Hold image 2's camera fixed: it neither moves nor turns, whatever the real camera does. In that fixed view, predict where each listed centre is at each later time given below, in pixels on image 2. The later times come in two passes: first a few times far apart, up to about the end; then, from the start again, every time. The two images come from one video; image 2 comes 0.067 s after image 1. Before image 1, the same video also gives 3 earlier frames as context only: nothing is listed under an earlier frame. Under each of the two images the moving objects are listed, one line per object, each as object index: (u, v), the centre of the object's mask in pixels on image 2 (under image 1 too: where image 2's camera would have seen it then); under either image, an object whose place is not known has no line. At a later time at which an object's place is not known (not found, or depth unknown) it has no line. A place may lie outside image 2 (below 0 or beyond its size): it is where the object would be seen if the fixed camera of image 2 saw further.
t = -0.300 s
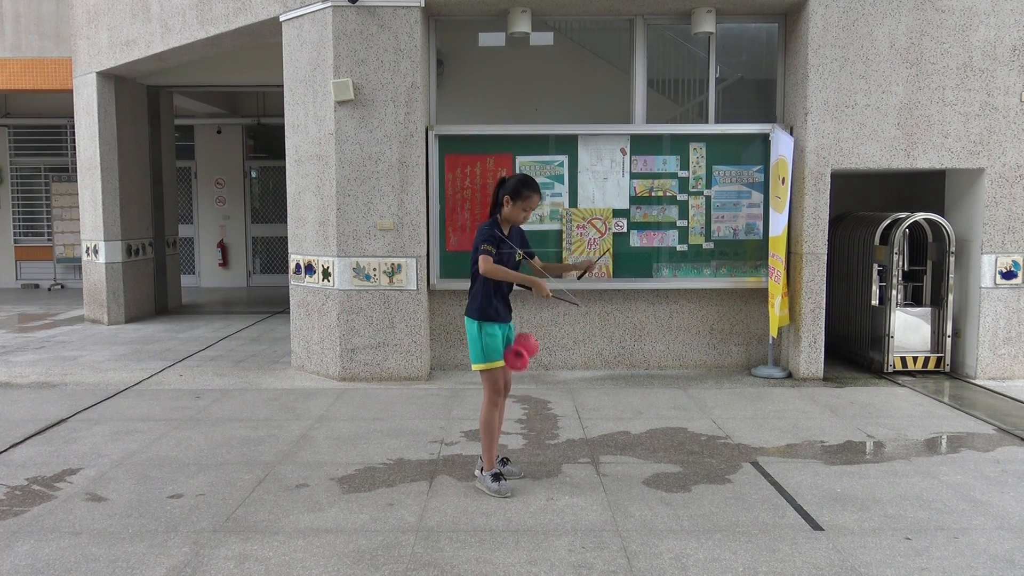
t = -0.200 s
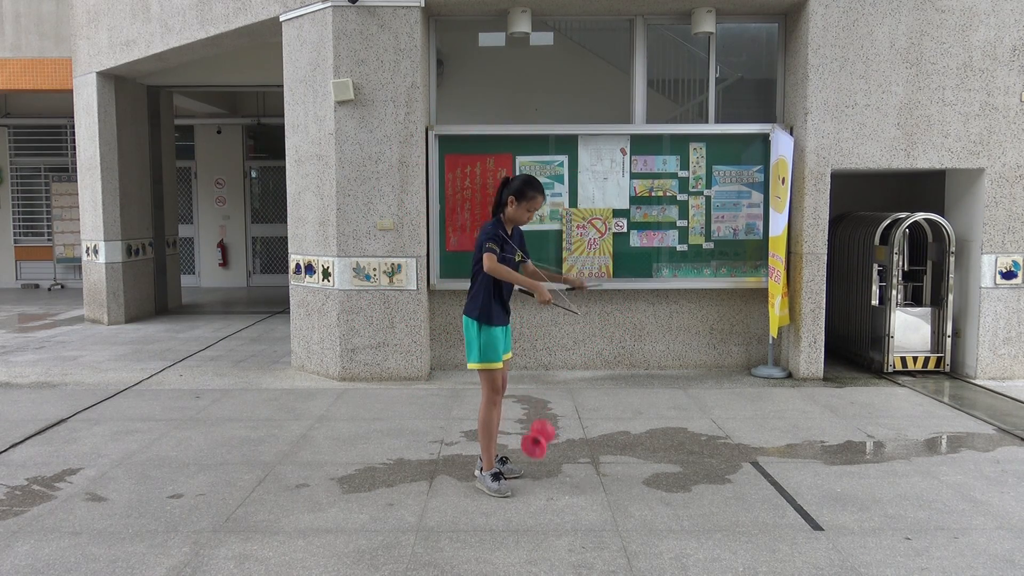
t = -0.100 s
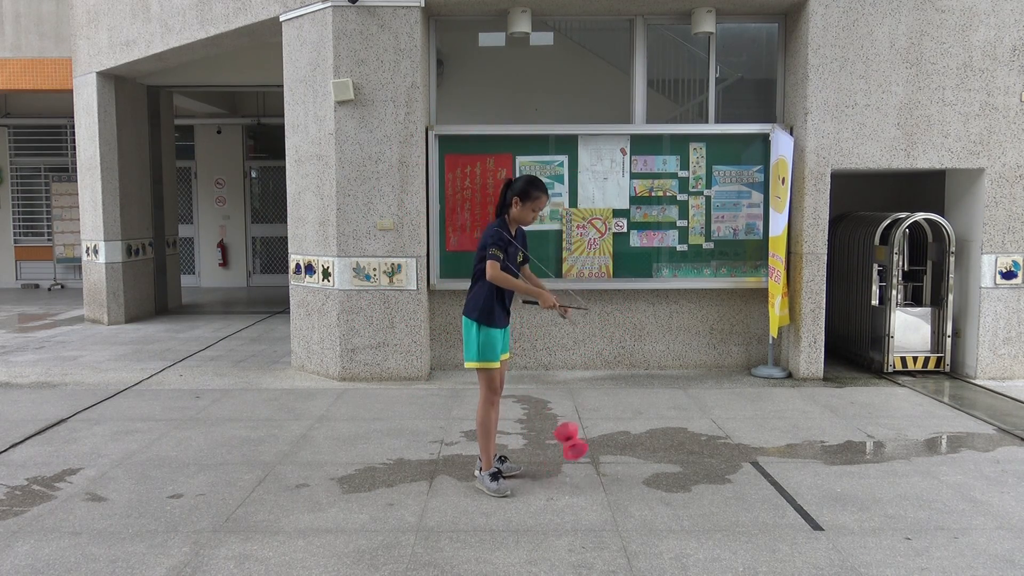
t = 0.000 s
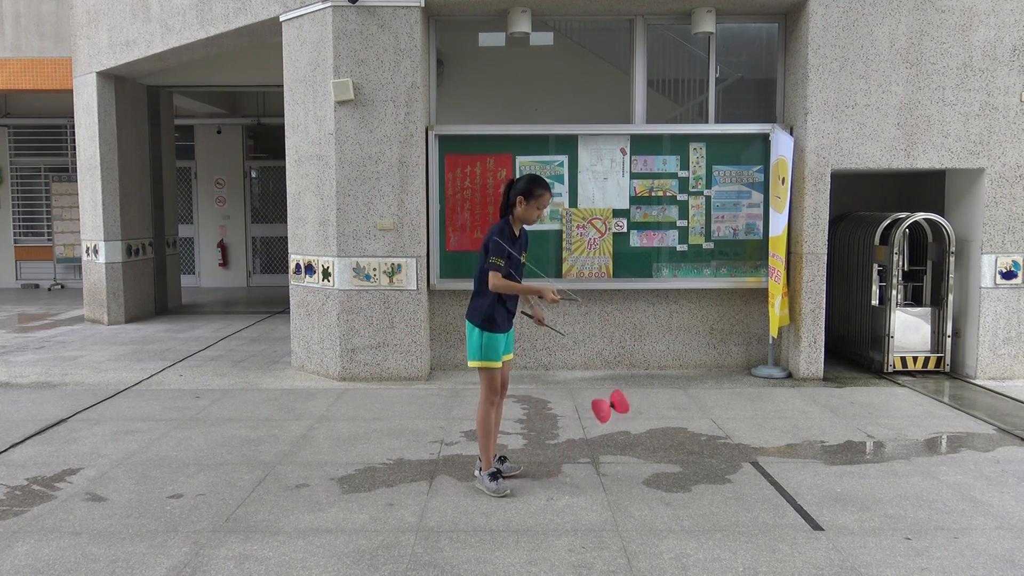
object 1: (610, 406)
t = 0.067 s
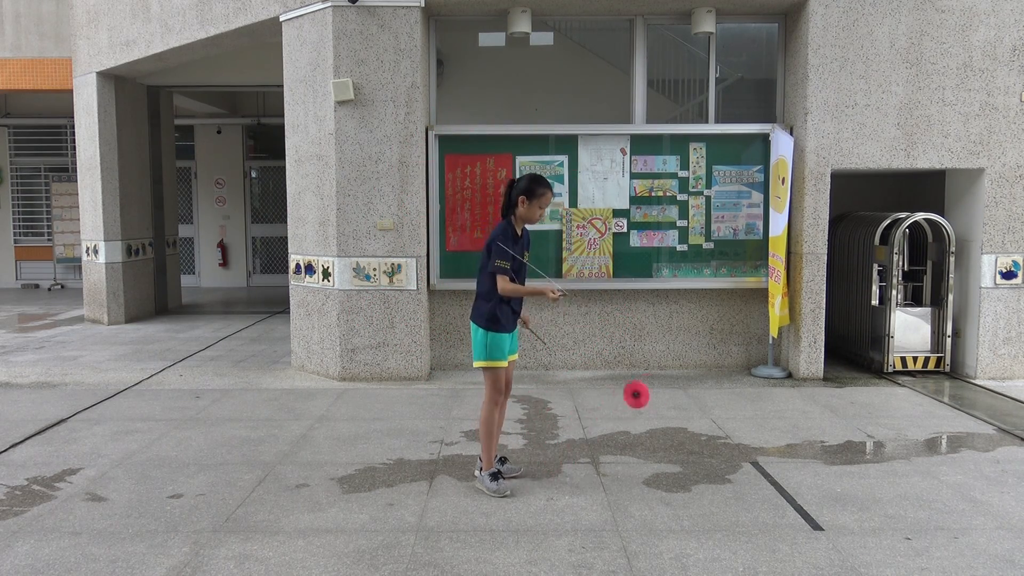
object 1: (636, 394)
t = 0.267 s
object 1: (710, 409)
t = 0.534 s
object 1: (805, 433)
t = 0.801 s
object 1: (891, 449)
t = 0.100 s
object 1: (649, 391)
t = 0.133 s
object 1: (662, 390)
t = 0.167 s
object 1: (674, 392)
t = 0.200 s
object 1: (686, 395)
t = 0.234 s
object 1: (698, 401)
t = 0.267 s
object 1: (710, 409)
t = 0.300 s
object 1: (722, 419)
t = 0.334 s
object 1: (733, 431)
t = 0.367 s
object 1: (744, 445)
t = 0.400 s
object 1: (756, 445)
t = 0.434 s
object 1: (768, 439)
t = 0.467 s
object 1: (781, 435)
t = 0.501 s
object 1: (793, 433)
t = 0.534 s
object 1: (805, 433)
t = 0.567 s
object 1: (817, 435)
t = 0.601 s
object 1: (828, 439)
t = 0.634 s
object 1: (841, 446)
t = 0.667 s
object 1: (852, 454)
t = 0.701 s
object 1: (863, 455)
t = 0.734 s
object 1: (871, 451)
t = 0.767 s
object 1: (881, 449)
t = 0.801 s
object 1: (891, 449)
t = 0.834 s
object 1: (900, 451)
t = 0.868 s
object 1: (909, 455)
